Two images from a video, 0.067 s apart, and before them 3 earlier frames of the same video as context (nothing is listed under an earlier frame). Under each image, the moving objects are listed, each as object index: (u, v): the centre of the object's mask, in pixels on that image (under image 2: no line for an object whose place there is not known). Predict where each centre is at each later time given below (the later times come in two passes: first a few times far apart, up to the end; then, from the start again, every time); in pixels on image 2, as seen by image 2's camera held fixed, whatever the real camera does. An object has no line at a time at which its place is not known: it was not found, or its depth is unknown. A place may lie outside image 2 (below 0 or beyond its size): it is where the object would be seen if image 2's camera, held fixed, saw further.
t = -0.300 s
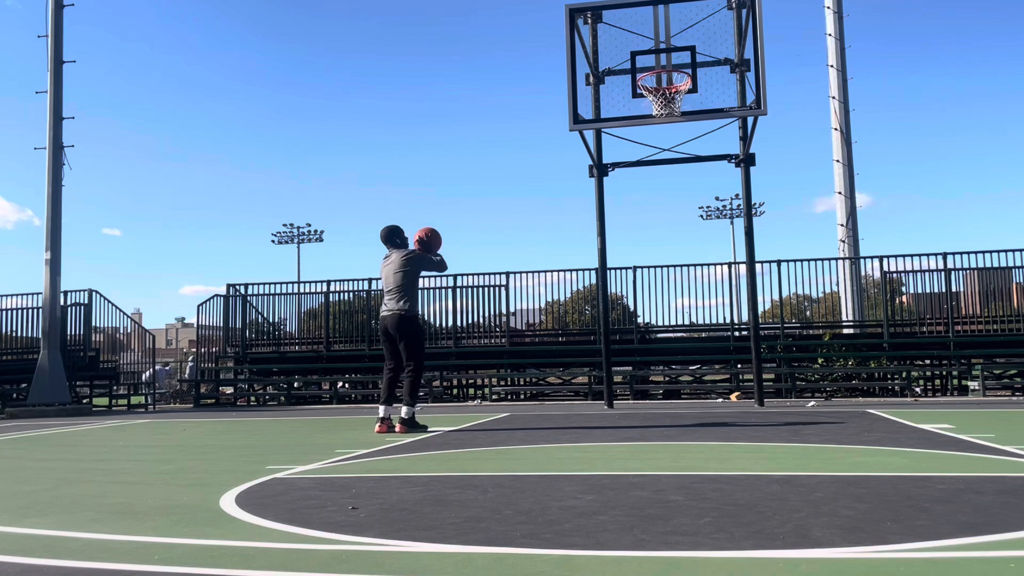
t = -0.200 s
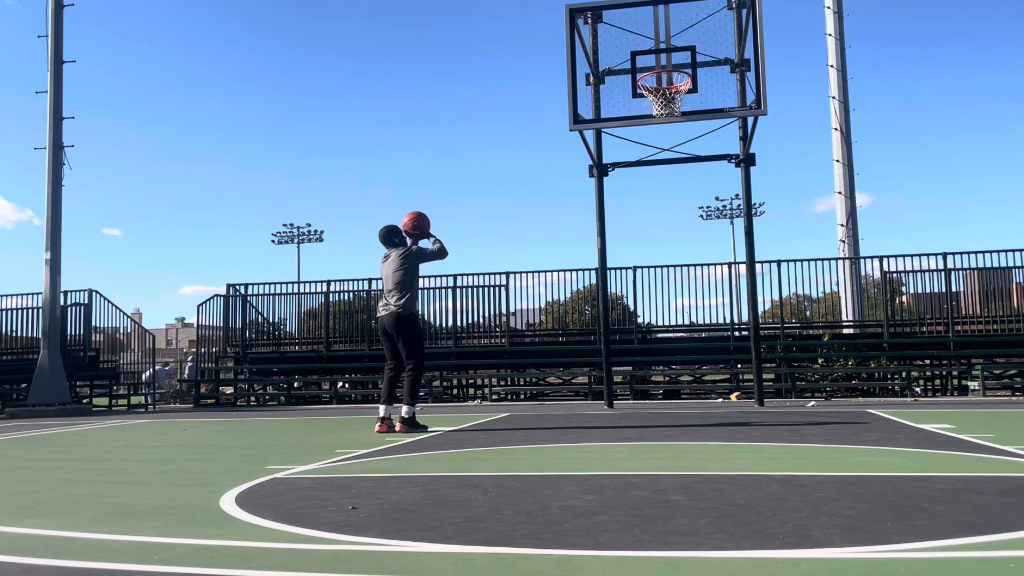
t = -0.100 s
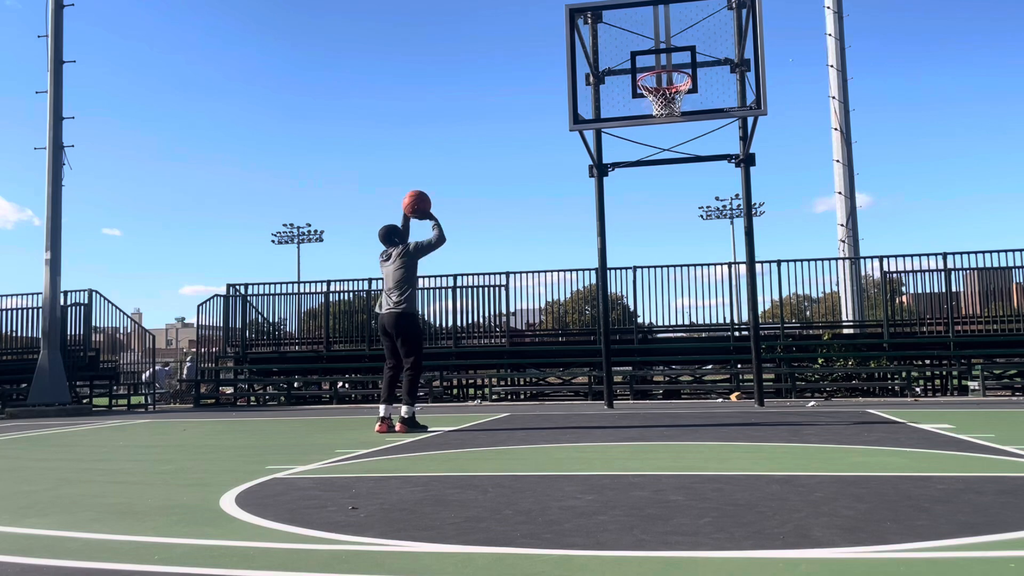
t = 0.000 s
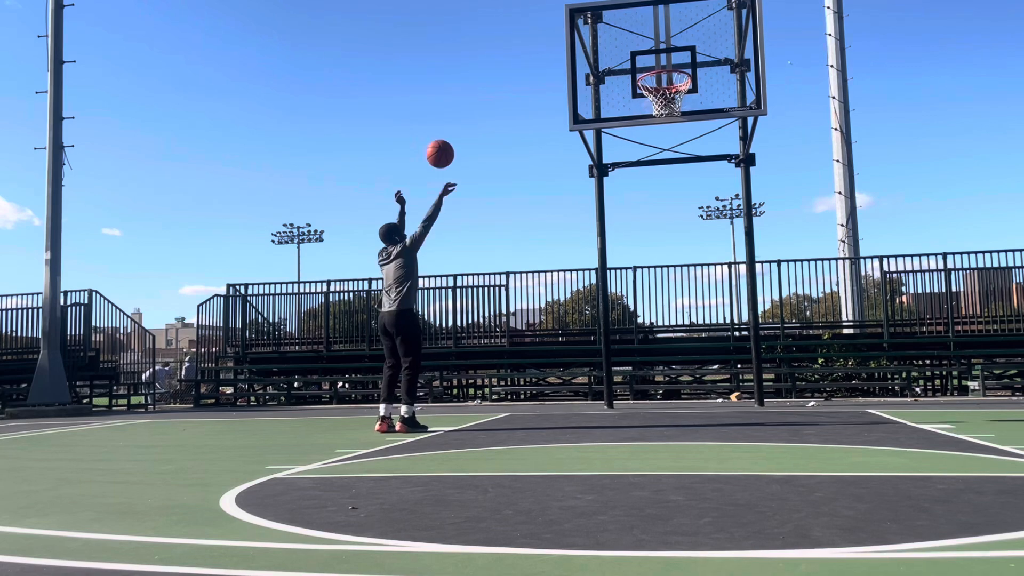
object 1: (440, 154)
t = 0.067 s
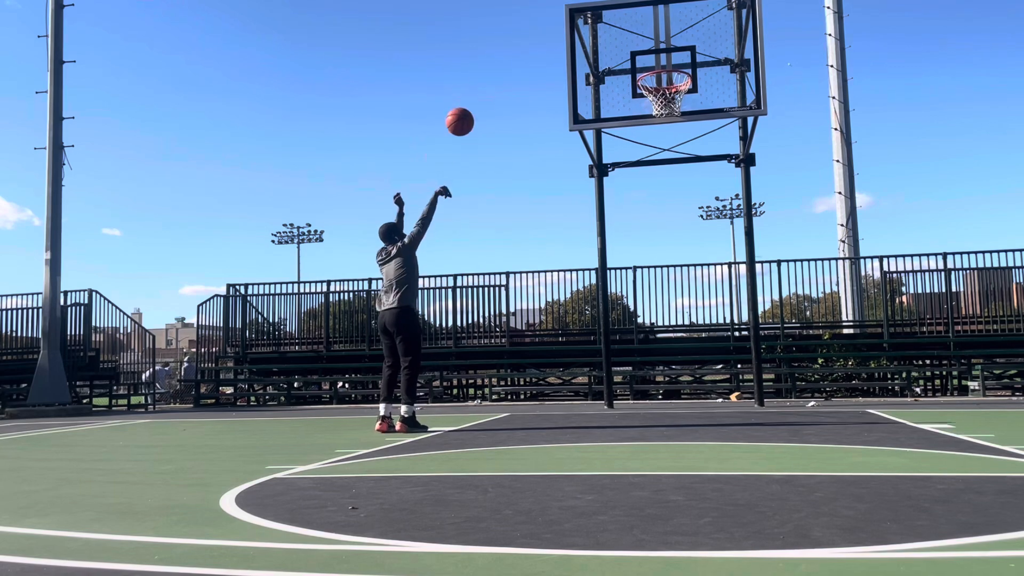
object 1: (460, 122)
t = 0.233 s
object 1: (509, 65)
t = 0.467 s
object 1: (573, 36)
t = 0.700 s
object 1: (637, 65)
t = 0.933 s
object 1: (645, 48)
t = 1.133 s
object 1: (656, 62)
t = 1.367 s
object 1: (679, 102)
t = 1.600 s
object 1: (667, 124)
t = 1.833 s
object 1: (656, 198)
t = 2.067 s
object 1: (647, 334)
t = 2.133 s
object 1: (645, 385)
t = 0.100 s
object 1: (470, 108)
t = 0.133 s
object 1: (479, 95)
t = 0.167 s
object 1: (489, 84)
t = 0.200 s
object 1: (499, 73)
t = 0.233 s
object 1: (509, 65)
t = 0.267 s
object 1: (518, 57)
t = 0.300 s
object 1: (527, 50)
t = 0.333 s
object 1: (537, 45)
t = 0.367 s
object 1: (546, 41)
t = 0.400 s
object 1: (555, 38)
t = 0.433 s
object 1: (564, 36)
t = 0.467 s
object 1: (573, 36)
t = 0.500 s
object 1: (583, 36)
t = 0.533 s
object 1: (591, 38)
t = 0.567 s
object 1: (600, 41)
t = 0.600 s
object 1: (609, 45)
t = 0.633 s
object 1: (619, 51)
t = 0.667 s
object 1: (628, 57)
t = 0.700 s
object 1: (637, 65)
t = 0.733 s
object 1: (639, 61)
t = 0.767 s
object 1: (639, 56)
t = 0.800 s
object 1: (641, 52)
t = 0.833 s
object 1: (642, 50)
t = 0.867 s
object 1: (643, 48)
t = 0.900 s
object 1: (644, 47)
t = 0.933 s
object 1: (645, 48)
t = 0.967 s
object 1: (646, 50)
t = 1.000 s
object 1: (648, 53)
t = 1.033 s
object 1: (649, 57)
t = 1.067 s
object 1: (650, 61)
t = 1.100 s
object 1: (653, 62)
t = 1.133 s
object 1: (656, 62)
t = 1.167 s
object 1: (659, 63)
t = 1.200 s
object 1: (661, 70)
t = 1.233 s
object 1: (666, 77)
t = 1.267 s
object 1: (670, 82)
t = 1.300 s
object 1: (674, 86)
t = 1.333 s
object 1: (677, 97)
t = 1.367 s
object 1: (679, 102)
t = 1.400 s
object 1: (679, 104)
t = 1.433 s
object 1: (677, 105)
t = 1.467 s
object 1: (674, 111)
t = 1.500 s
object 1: (673, 110)
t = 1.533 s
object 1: (672, 114)
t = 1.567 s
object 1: (669, 120)
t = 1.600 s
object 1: (667, 124)
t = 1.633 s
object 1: (665, 131)
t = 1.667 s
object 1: (664, 139)
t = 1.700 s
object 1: (662, 148)
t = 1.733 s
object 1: (660, 159)
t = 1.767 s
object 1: (658, 171)
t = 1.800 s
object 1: (657, 184)
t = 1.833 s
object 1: (656, 198)
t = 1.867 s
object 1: (654, 214)
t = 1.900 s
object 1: (653, 231)
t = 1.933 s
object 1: (652, 248)
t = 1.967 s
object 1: (650, 268)
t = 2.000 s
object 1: (649, 289)
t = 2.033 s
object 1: (648, 311)
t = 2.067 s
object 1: (647, 334)
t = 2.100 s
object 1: (646, 358)
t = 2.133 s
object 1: (645, 385)
